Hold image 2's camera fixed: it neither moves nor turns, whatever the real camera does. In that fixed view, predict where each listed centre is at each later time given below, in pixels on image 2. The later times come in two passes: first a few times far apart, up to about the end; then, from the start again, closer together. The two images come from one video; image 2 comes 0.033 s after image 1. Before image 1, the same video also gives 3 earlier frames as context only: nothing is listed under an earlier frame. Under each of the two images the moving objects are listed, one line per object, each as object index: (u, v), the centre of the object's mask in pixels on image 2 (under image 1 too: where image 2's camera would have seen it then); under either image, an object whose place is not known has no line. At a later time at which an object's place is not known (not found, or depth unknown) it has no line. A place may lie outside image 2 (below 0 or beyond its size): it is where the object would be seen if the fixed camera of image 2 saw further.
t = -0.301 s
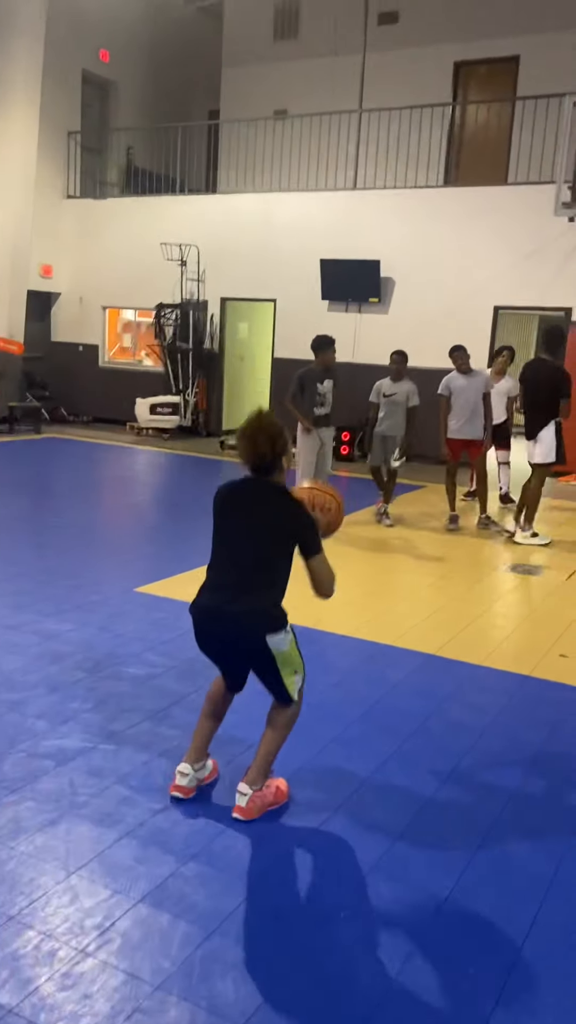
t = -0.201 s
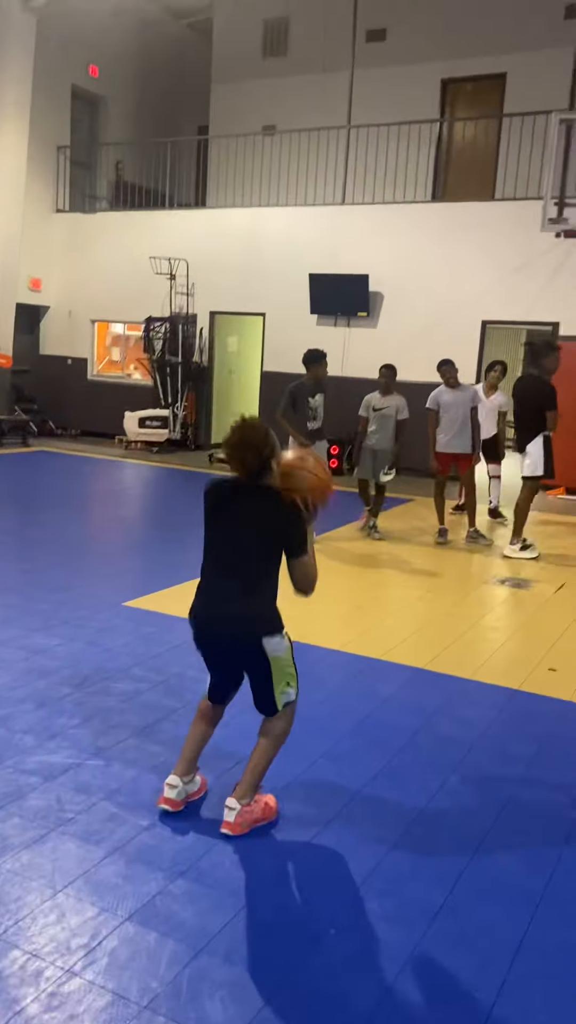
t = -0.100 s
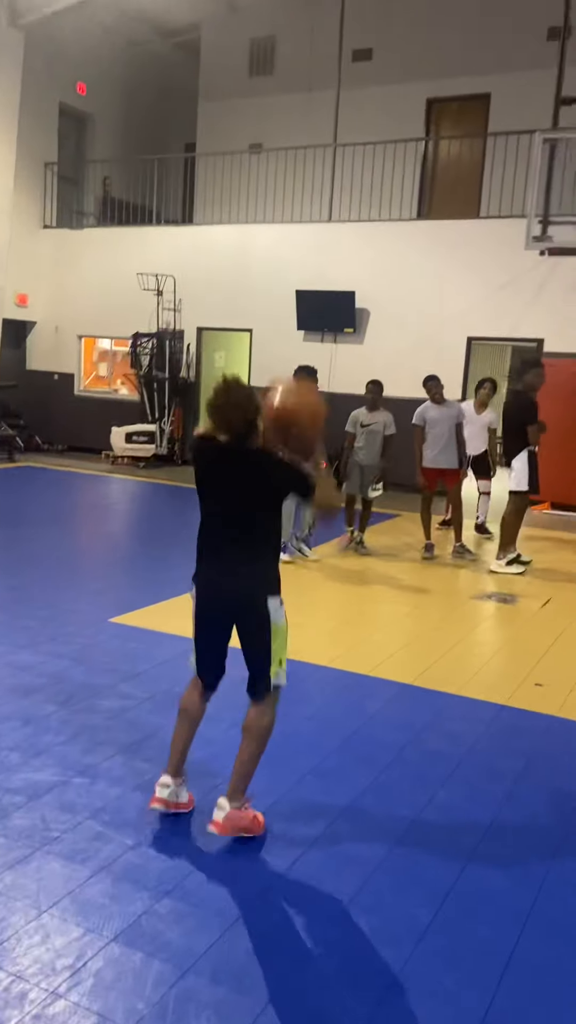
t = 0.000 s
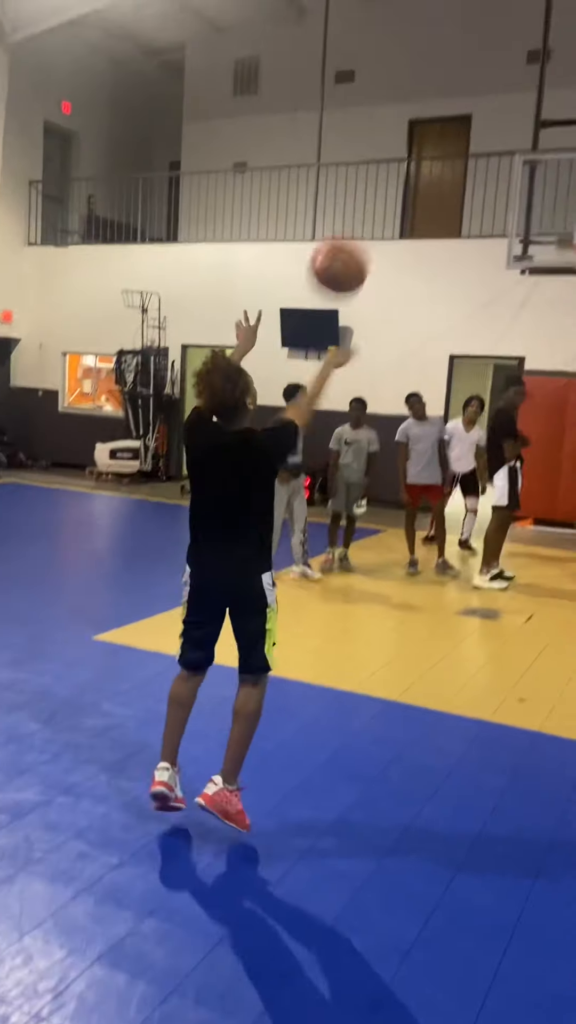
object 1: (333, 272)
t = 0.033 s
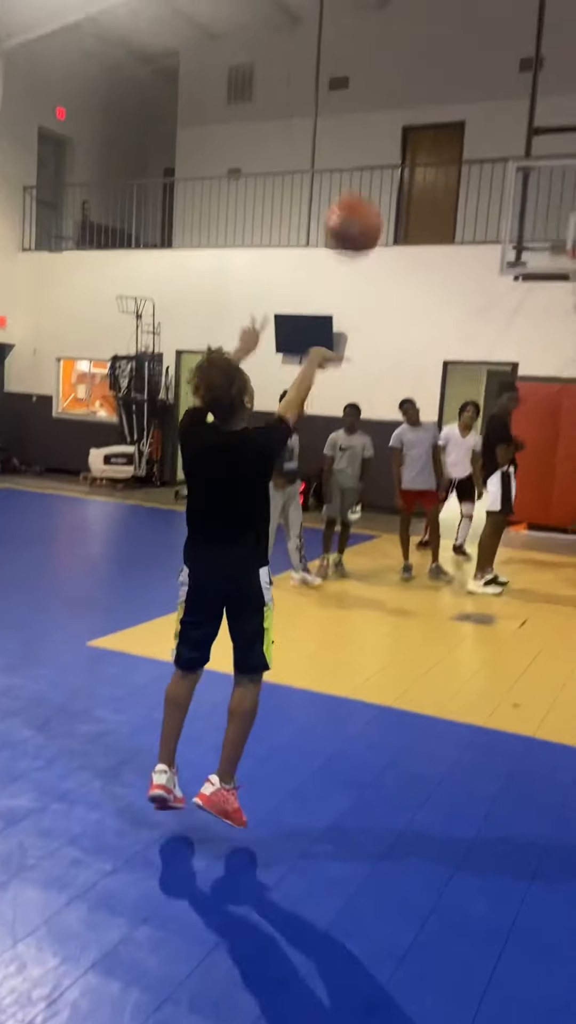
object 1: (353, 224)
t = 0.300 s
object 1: (474, 9)
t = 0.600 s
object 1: (550, -11)
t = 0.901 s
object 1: (584, 101)
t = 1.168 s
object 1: (586, 260)
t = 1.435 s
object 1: (592, 296)
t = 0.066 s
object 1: (373, 182)
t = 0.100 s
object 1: (390, 146)
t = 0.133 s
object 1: (406, 114)
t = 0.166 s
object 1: (422, 87)
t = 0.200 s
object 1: (437, 62)
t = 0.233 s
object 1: (450, 41)
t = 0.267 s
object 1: (462, 23)
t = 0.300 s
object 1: (474, 9)
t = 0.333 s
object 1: (485, -3)
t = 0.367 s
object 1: (495, -12)
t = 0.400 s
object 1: (505, -19)
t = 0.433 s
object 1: (513, -23)
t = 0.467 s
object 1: (522, -24)
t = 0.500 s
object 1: (530, -24)
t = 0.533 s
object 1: (537, -21)
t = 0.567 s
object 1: (543, -18)
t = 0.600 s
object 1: (550, -11)
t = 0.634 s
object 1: (555, -4)
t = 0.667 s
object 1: (559, 7)
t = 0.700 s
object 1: (562, 16)
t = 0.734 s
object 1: (567, 28)
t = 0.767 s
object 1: (571, 40)
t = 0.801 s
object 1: (576, 55)
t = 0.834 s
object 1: (579, 70)
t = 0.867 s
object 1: (582, 84)
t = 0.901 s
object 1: (584, 101)
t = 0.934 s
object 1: (586, 119)
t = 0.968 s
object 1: (587, 137)
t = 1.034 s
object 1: (590, 176)
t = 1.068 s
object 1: (590, 196)
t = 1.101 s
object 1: (592, 216)
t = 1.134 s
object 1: (592, 238)
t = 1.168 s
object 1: (586, 260)
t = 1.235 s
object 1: (594, 281)
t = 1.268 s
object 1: (596, 290)
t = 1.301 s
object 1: (595, 292)
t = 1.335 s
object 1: (596, 290)
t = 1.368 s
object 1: (594, 291)
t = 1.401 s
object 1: (593, 292)
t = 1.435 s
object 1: (592, 296)
